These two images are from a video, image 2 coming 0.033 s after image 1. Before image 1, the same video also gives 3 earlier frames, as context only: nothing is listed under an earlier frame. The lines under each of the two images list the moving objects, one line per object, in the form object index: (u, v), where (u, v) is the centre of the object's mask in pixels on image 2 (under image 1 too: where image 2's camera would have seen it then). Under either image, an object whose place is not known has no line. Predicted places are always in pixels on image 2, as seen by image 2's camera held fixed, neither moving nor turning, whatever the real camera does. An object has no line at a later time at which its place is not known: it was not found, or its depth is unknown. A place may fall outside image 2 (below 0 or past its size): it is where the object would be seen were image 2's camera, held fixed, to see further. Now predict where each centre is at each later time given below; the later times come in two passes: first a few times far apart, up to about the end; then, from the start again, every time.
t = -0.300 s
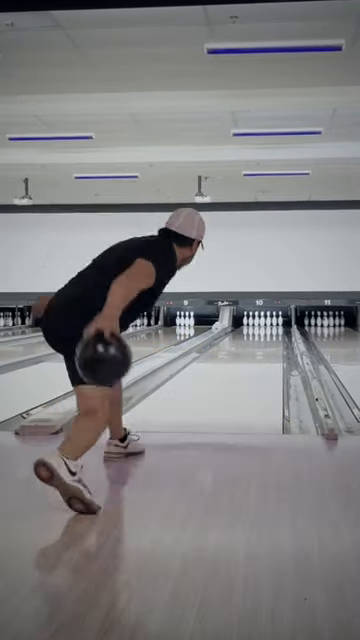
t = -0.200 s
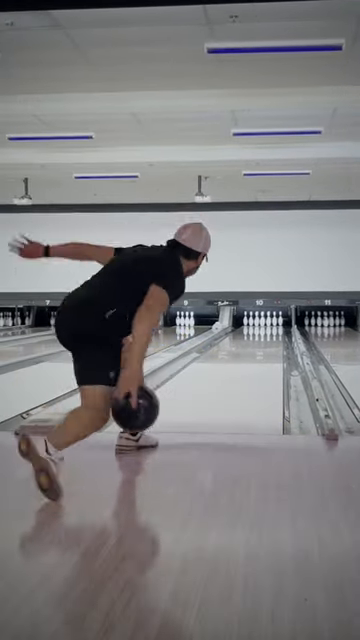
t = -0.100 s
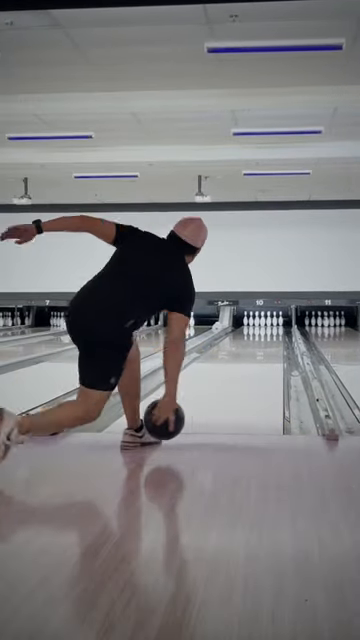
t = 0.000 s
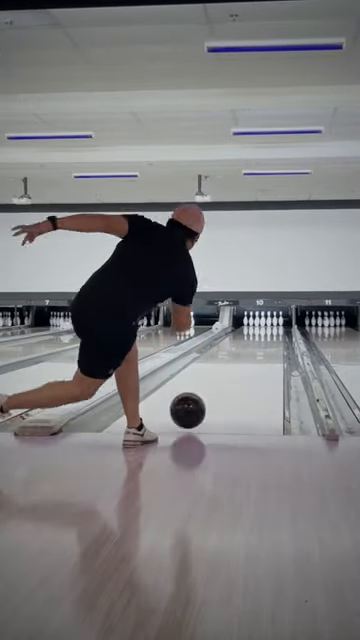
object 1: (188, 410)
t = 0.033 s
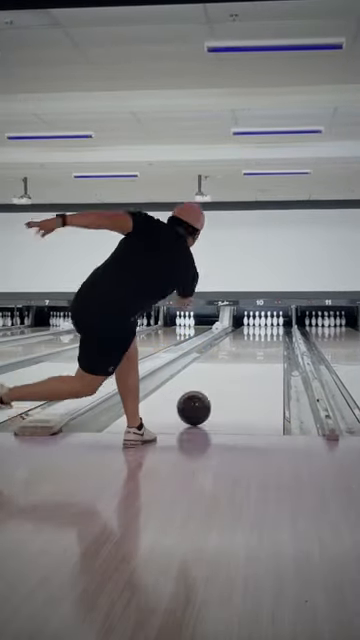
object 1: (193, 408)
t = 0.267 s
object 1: (224, 381)
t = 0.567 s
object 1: (246, 361)
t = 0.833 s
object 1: (258, 351)
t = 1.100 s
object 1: (265, 343)
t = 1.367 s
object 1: (270, 337)
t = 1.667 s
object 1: (273, 333)
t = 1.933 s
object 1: (273, 329)
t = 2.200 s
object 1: (269, 326)
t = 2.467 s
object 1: (266, 324)
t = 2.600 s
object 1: (265, 323)
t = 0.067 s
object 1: (199, 403)
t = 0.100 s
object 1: (204, 399)
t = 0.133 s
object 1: (209, 395)
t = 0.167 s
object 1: (213, 391)
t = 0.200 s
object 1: (217, 388)
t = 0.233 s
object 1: (220, 385)
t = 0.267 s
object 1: (224, 381)
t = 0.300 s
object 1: (227, 379)
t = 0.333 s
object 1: (230, 376)
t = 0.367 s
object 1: (233, 374)
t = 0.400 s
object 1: (235, 371)
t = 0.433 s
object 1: (238, 370)
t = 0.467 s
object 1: (240, 367)
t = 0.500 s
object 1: (242, 365)
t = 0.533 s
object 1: (244, 363)
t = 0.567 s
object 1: (246, 361)
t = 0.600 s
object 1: (248, 360)
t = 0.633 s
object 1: (250, 358)
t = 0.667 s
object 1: (251, 357)
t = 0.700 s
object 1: (253, 355)
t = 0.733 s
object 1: (254, 354)
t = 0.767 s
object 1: (255, 353)
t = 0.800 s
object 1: (257, 352)
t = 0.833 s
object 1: (258, 351)
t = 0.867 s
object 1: (259, 349)
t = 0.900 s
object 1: (260, 348)
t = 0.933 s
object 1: (261, 347)
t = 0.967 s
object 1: (262, 347)
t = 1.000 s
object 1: (263, 345)
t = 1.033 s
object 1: (264, 344)
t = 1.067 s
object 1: (265, 344)
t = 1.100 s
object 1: (265, 343)
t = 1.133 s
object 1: (266, 342)
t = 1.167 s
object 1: (266, 341)
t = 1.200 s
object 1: (267, 340)
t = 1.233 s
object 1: (268, 340)
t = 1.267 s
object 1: (268, 339)
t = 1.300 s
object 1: (269, 338)
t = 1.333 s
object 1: (270, 337)
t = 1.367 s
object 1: (270, 337)
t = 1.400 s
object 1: (271, 336)
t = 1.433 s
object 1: (271, 335)
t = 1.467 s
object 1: (272, 335)
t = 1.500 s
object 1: (272, 334)
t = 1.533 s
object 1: (273, 334)
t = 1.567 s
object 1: (273, 333)
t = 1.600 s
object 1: (273, 333)
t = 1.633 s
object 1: (273, 333)
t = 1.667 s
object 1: (273, 333)
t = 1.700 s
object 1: (273, 332)
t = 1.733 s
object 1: (273, 331)
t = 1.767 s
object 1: (273, 331)
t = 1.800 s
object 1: (274, 331)
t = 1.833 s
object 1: (273, 331)
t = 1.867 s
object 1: (273, 330)
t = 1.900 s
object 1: (273, 329)
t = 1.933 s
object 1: (273, 329)
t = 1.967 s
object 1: (272, 328)
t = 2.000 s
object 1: (272, 328)
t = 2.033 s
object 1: (272, 327)
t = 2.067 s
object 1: (272, 326)
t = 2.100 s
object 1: (271, 326)
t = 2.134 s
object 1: (271, 326)
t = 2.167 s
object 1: (270, 326)
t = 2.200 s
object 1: (269, 326)
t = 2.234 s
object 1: (269, 326)
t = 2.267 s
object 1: (269, 325)
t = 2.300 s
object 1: (268, 325)
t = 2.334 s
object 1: (267, 325)
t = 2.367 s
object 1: (267, 325)
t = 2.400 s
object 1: (267, 324)
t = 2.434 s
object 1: (266, 324)
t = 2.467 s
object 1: (266, 324)
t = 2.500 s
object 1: (265, 323)
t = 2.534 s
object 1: (264, 323)
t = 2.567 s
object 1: (264, 323)
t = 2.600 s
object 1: (265, 323)
